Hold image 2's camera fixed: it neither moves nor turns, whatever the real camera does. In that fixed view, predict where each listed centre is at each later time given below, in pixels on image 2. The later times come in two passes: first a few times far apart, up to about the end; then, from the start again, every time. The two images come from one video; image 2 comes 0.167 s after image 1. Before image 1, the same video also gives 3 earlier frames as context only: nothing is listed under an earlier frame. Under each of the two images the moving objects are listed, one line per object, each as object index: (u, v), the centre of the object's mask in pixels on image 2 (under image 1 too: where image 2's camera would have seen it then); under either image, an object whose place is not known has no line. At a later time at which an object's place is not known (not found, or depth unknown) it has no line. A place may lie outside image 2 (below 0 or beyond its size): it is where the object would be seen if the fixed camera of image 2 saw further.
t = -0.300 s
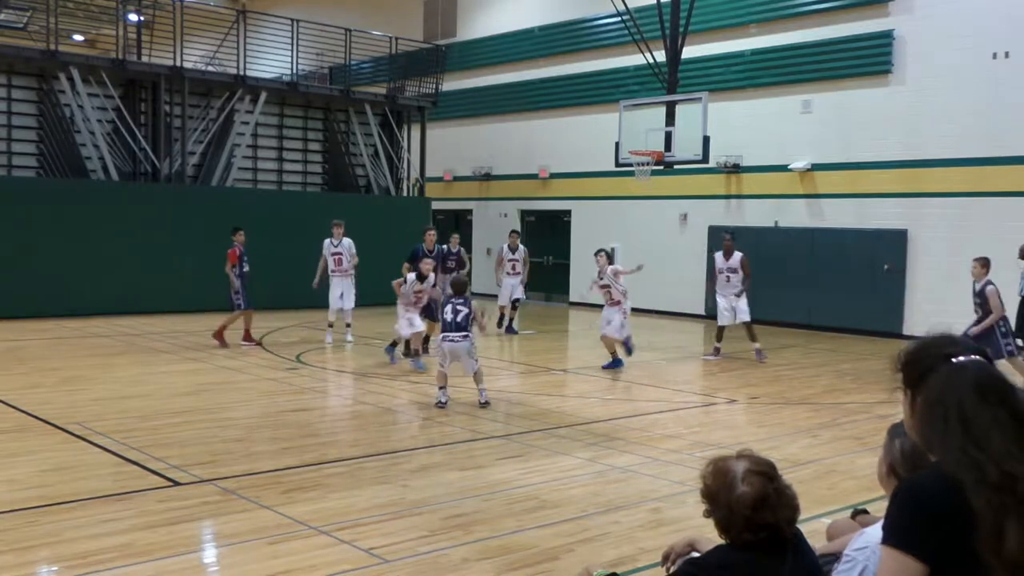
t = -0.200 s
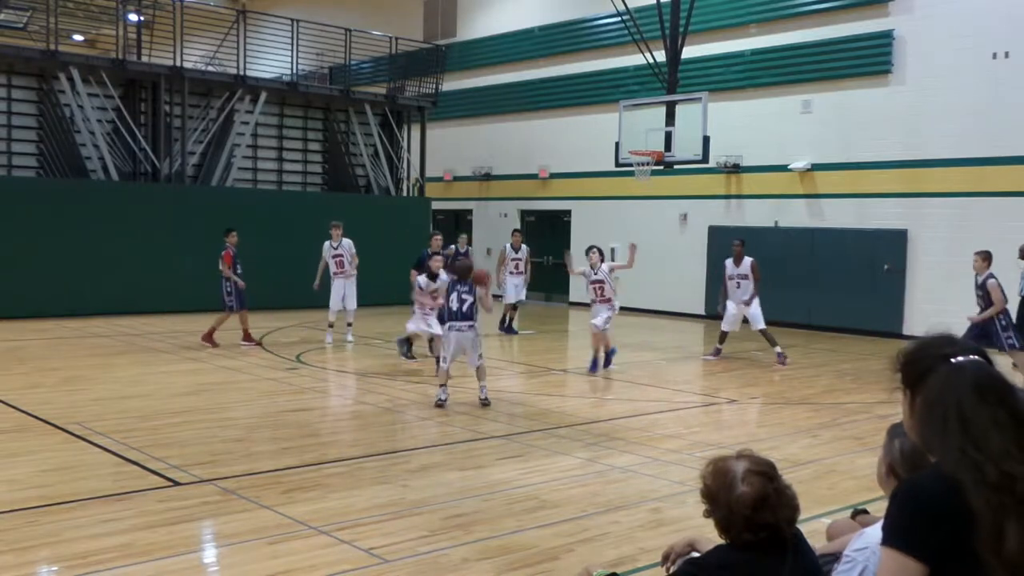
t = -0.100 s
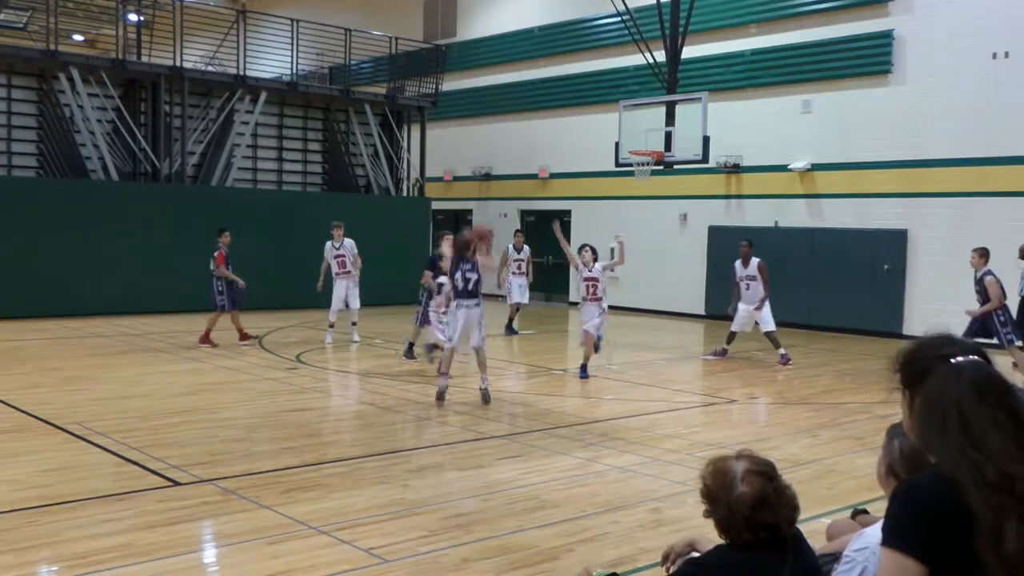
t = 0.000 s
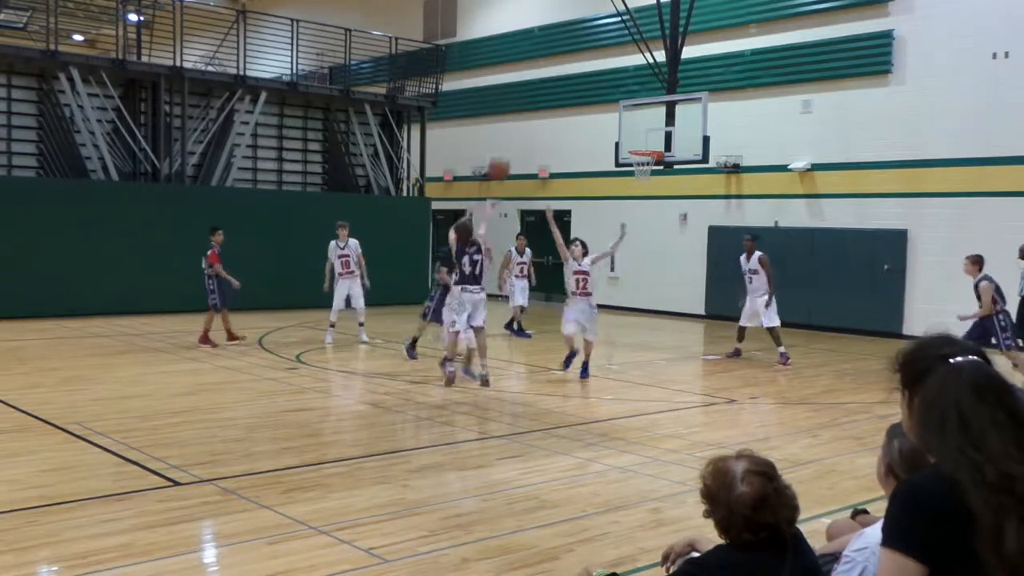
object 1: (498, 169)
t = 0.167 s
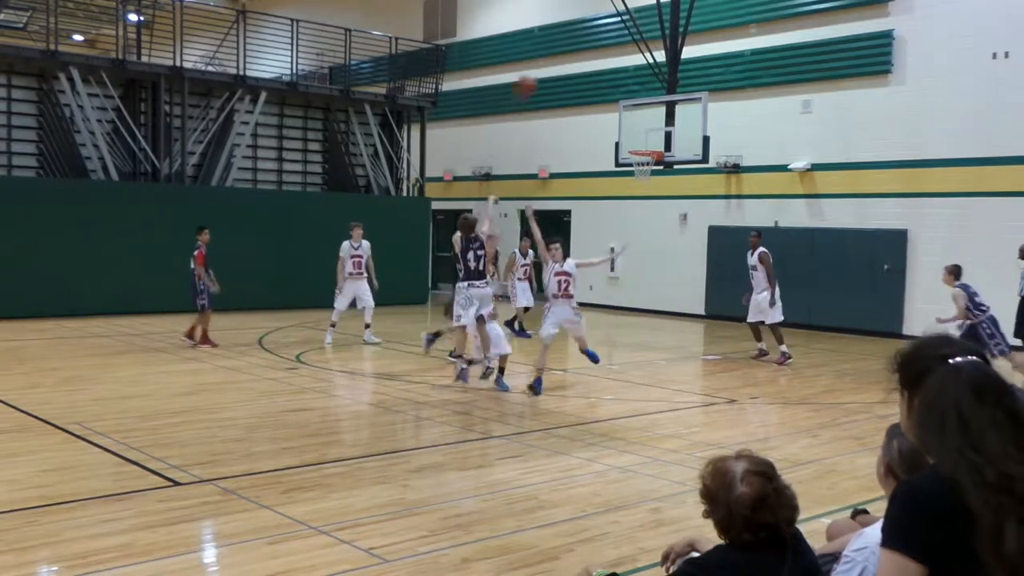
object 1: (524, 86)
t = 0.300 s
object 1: (545, 39)
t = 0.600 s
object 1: (581, 7)
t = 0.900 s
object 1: (609, 38)
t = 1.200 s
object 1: (631, 120)
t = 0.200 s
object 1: (531, 73)
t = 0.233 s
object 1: (537, 59)
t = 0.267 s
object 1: (541, 48)
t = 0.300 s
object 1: (545, 39)
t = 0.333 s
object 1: (550, 32)
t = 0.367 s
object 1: (554, 26)
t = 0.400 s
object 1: (558, 20)
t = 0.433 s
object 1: (562, 15)
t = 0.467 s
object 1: (566, 11)
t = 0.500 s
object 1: (570, 8)
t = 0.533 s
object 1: (574, 7)
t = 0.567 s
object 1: (578, 7)
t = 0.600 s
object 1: (581, 7)
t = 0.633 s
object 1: (585, 7)
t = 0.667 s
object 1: (588, 8)
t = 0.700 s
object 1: (591, 10)
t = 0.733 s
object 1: (594, 13)
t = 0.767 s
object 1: (597, 16)
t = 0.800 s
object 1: (600, 21)
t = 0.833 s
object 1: (604, 25)
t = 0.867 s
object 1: (606, 31)
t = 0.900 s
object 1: (609, 38)
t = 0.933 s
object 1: (611, 45)
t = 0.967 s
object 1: (614, 52)
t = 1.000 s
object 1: (617, 61)
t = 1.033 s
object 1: (620, 68)
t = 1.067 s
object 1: (621, 78)
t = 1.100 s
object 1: (624, 87)
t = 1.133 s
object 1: (627, 97)
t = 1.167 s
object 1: (629, 110)
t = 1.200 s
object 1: (631, 120)
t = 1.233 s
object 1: (633, 132)
